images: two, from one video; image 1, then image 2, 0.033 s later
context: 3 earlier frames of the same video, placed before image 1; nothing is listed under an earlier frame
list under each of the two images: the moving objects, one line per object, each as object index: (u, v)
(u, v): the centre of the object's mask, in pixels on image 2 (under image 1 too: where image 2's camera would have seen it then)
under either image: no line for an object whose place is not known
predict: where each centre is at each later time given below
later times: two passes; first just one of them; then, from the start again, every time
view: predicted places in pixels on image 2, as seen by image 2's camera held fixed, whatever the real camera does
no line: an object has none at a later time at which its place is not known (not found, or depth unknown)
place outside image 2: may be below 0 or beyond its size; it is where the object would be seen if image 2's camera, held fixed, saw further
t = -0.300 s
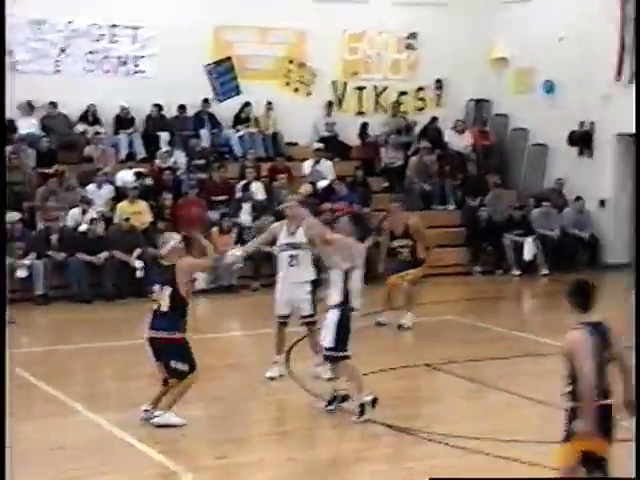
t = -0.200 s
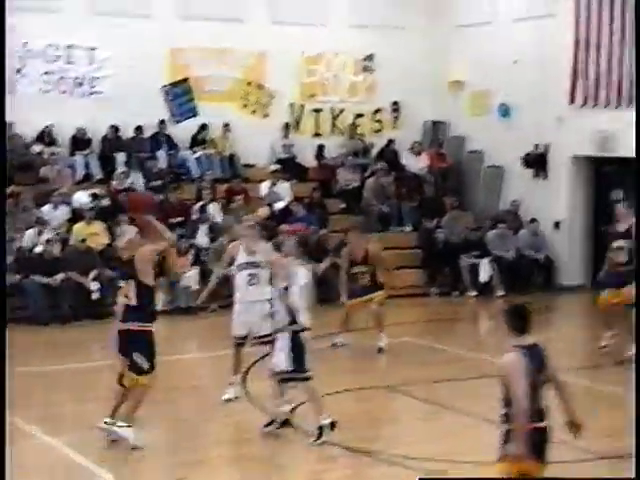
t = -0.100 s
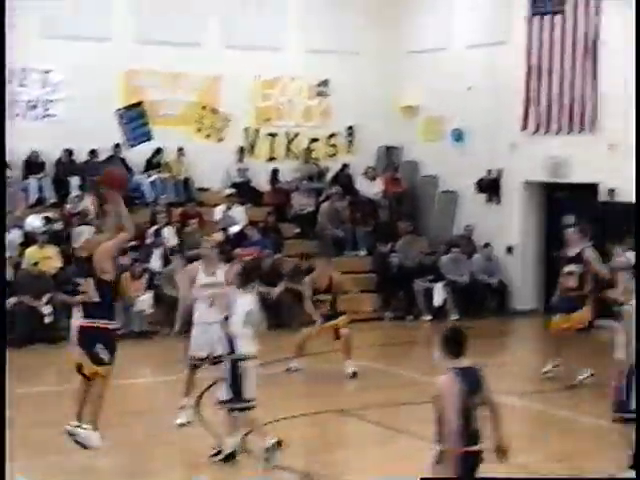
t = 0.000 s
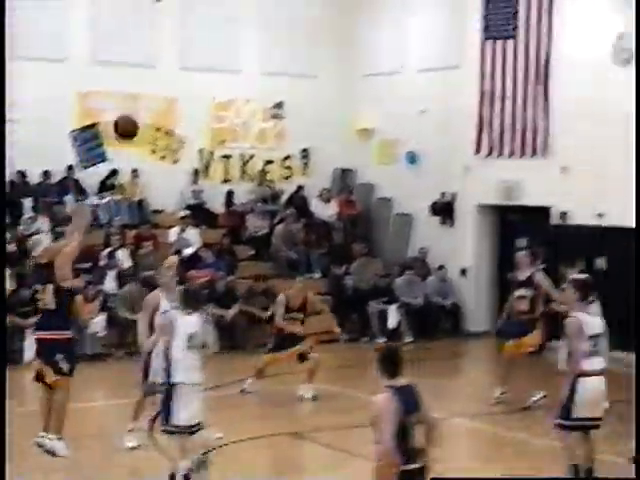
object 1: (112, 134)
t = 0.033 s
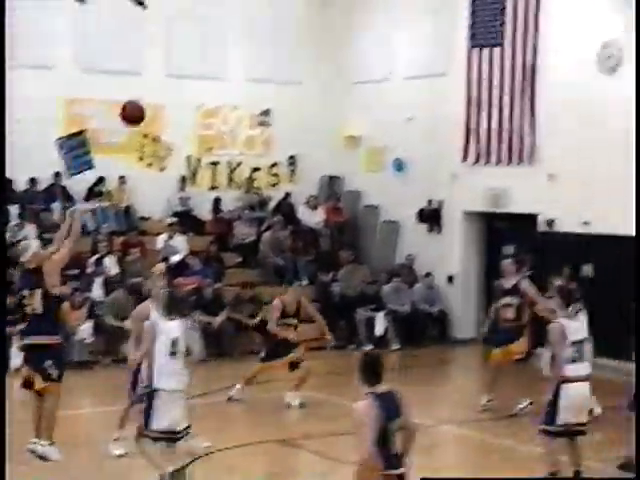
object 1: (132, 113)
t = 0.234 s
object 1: (245, 16)
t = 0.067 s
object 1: (152, 93)
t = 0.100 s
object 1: (171, 74)
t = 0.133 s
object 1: (190, 58)
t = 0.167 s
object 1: (209, 42)
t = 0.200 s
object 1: (228, 29)
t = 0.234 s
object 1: (245, 16)
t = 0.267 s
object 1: (263, 5)
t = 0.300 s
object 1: (281, -5)
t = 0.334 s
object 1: (298, -14)
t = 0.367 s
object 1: (315, -21)
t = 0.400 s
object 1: (332, -27)
